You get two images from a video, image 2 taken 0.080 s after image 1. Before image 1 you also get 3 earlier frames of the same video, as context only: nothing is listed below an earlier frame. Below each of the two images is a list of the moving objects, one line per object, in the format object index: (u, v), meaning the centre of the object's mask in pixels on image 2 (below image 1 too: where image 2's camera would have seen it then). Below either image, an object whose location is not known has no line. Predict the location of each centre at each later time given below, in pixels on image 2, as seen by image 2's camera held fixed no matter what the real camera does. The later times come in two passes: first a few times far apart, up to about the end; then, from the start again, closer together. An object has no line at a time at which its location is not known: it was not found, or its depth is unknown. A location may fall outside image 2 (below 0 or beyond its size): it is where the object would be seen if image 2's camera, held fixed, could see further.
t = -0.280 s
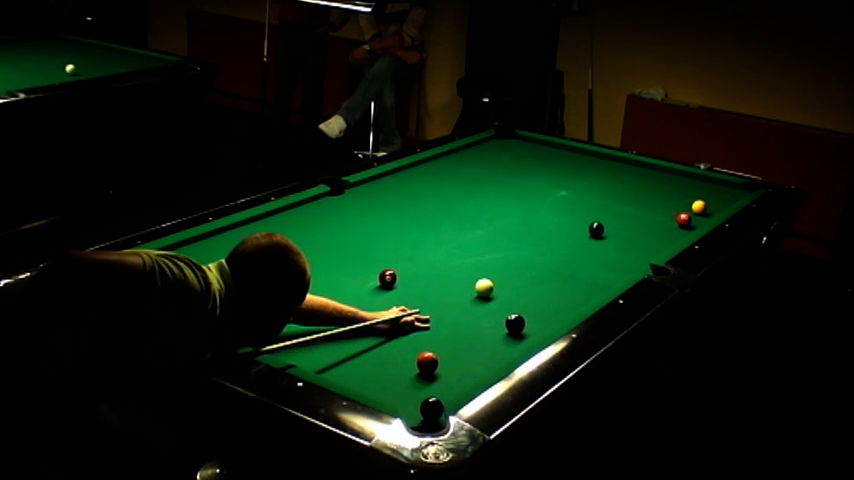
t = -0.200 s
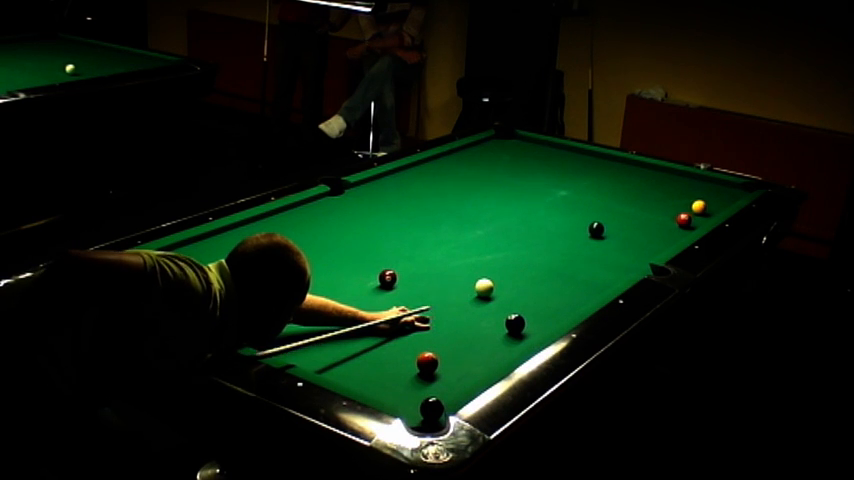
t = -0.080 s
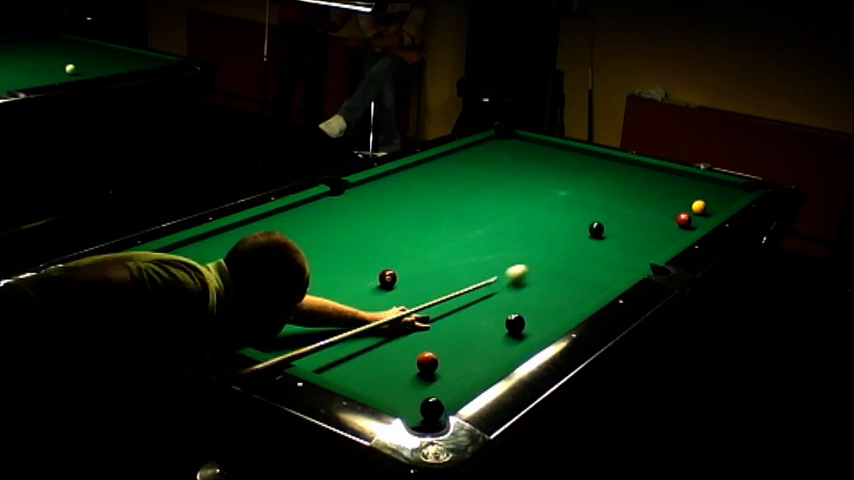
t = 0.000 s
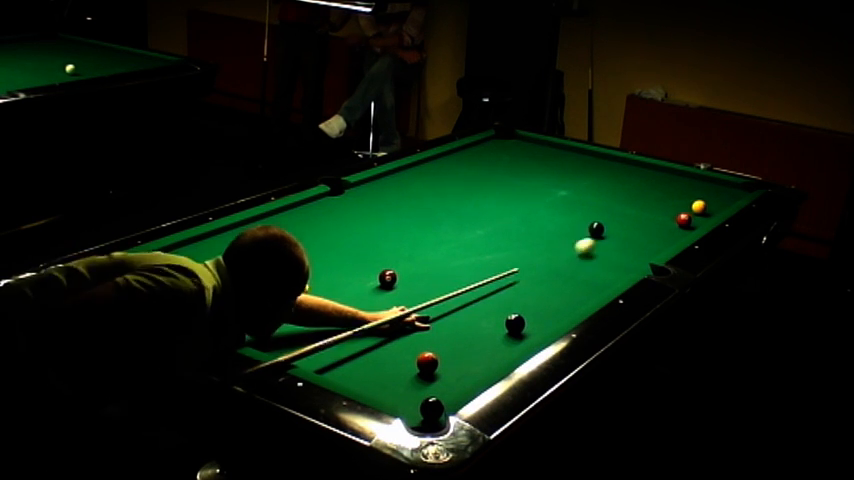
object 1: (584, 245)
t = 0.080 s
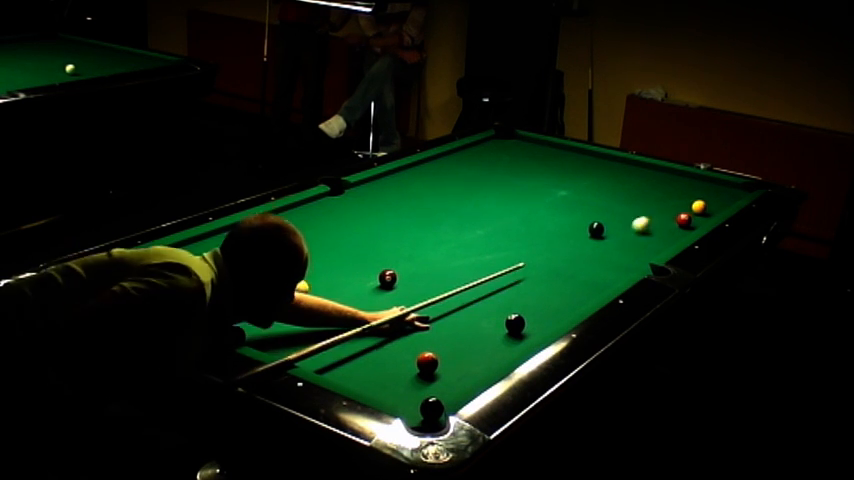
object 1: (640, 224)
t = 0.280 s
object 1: (660, 181)
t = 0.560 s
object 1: (583, 168)
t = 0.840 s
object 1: (490, 171)
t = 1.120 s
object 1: (393, 174)
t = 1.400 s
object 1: (373, 197)
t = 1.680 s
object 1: (354, 224)
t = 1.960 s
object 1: (334, 256)
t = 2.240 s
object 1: (322, 290)
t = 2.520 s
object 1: (348, 317)
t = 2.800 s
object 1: (377, 348)
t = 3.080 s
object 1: (408, 382)
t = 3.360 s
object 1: (431, 400)
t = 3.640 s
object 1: (433, 398)
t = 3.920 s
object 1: (430, 394)
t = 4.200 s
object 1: (429, 389)
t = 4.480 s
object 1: (428, 387)
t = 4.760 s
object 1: (428, 386)
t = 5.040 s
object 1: (428, 386)
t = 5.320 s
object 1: (428, 386)
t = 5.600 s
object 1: (428, 386)
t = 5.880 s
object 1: (428, 386)
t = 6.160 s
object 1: (428, 386)
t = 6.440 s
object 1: (428, 386)
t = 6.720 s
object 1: (428, 386)
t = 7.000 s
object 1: (428, 386)
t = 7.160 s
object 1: (431, 384)
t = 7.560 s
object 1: (421, 385)
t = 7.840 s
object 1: (428, 386)
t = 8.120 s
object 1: (428, 386)
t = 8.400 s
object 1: (428, 386)
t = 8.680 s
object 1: (428, 386)
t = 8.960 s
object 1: (428, 386)
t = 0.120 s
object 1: (665, 214)
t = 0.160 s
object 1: (684, 205)
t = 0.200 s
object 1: (675, 197)
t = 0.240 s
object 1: (667, 189)
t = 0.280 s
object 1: (660, 181)
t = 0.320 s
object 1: (655, 174)
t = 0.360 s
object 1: (650, 167)
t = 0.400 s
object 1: (640, 165)
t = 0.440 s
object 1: (625, 166)
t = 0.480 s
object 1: (610, 167)
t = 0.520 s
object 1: (596, 167)
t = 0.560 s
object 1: (583, 168)
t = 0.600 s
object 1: (569, 168)
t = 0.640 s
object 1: (556, 169)
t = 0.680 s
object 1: (543, 169)
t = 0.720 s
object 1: (530, 169)
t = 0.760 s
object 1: (517, 170)
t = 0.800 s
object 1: (503, 170)
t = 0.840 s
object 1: (490, 171)
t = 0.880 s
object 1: (476, 171)
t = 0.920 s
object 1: (462, 172)
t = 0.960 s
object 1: (449, 172)
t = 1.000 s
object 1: (435, 173)
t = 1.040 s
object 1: (421, 173)
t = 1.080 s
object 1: (407, 173)
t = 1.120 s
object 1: (393, 174)
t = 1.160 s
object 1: (386, 176)
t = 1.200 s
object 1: (384, 179)
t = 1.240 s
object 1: (382, 183)
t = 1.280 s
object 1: (380, 186)
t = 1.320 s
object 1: (377, 190)
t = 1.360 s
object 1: (375, 193)
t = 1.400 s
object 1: (373, 197)
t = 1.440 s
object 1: (370, 201)
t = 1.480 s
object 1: (367, 204)
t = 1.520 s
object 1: (365, 208)
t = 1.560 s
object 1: (363, 212)
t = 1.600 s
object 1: (360, 216)
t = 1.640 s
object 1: (357, 220)
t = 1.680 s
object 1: (354, 224)
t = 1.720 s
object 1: (352, 228)
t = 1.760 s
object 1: (349, 233)
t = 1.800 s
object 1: (346, 237)
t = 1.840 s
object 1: (343, 242)
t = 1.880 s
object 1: (340, 246)
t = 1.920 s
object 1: (337, 251)
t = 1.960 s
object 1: (334, 256)
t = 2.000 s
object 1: (331, 261)
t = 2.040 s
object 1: (327, 266)
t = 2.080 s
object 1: (324, 271)
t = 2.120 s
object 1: (321, 276)
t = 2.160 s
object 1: (317, 281)
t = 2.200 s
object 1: (317, 286)
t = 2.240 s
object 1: (322, 290)
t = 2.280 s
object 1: (325, 294)
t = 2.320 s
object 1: (329, 297)
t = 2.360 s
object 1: (333, 301)
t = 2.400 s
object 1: (337, 305)
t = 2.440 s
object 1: (340, 309)
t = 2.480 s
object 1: (344, 314)
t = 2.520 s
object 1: (348, 317)
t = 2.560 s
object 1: (352, 322)
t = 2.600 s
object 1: (356, 326)
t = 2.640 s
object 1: (360, 331)
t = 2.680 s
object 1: (364, 335)
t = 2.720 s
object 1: (368, 339)
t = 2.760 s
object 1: (373, 344)
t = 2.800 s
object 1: (377, 348)
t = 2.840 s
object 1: (381, 353)
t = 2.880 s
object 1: (385, 357)
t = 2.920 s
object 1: (390, 362)
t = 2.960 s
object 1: (394, 367)
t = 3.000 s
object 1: (399, 372)
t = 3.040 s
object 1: (403, 377)
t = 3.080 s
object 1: (408, 382)
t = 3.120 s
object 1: (413, 387)
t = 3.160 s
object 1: (417, 391)
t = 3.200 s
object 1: (421, 395)
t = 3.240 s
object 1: (423, 396)
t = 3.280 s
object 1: (426, 397)
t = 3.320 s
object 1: (429, 399)
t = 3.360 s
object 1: (431, 400)
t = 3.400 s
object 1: (433, 401)
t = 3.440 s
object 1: (434, 402)
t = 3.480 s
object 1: (434, 401)
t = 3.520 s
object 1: (434, 400)
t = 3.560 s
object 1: (434, 400)
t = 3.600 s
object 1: (433, 399)
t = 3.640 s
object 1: (433, 398)
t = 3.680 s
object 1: (432, 397)
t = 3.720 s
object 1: (432, 397)
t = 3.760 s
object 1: (432, 396)
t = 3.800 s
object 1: (431, 395)
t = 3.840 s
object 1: (431, 394)
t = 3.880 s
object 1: (431, 394)
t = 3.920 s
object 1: (430, 394)
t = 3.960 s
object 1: (430, 392)
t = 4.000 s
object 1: (430, 392)
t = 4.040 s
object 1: (429, 391)
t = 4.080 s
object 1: (429, 390)
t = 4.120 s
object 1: (429, 390)
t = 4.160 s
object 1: (429, 389)
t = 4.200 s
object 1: (429, 389)
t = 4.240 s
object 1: (429, 389)
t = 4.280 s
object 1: (428, 388)
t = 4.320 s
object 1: (428, 388)
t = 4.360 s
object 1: (428, 388)
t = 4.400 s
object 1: (428, 388)
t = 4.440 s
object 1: (428, 387)
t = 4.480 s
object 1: (428, 387)
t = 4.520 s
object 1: (428, 386)
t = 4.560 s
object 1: (428, 386)
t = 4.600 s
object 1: (428, 386)
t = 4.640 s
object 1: (428, 386)
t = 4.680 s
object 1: (428, 386)
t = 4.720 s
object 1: (428, 386)
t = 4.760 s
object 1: (428, 386)
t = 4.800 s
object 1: (428, 386)
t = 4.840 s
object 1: (428, 386)
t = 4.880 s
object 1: (428, 386)
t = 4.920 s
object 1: (428, 386)
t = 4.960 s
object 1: (428, 386)
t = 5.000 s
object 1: (428, 386)
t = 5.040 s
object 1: (428, 386)
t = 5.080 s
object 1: (428, 386)
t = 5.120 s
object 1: (428, 386)
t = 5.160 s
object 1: (428, 386)
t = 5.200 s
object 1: (428, 386)
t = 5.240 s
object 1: (428, 386)
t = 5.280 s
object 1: (428, 386)
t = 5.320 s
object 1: (428, 386)
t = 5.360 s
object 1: (428, 386)
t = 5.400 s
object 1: (428, 386)
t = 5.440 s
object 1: (428, 386)
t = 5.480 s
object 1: (428, 386)
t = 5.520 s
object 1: (428, 386)
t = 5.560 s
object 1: (428, 386)
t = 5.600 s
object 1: (428, 386)
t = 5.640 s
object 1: (428, 386)
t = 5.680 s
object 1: (428, 386)
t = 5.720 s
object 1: (428, 386)
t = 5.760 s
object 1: (428, 386)
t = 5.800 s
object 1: (428, 386)
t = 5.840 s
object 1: (428, 386)
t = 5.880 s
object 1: (428, 386)
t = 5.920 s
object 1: (428, 386)
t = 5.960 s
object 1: (428, 386)
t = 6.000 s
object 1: (428, 386)
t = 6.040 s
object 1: (428, 386)
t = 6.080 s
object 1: (428, 386)
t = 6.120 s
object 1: (428, 386)
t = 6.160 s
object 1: (428, 386)
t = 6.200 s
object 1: (428, 386)
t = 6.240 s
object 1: (428, 386)
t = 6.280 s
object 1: (428, 386)
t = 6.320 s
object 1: (428, 386)
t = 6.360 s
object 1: (428, 386)
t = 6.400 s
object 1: (428, 386)
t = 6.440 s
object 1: (428, 386)
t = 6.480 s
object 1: (428, 386)
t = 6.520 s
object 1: (428, 386)
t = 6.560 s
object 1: (428, 386)
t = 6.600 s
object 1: (428, 386)
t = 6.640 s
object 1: (428, 386)
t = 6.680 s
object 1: (428, 386)
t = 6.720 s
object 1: (428, 386)
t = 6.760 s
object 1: (428, 386)
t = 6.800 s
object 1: (428, 386)
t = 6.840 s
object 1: (431, 387)
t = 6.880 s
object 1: (428, 385)
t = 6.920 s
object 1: (428, 386)
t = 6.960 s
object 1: (428, 386)
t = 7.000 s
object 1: (428, 386)
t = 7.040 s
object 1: (428, 386)
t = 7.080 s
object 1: (428, 386)
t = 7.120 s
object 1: (428, 386)
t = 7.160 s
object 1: (431, 384)
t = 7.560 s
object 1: (421, 385)
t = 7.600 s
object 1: (428, 386)
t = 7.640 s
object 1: (428, 386)
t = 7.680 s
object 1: (428, 386)
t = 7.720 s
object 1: (428, 386)
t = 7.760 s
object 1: (428, 386)
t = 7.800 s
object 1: (428, 386)
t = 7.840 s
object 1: (428, 386)
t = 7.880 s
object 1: (428, 386)
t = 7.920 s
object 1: (428, 386)
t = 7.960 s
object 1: (428, 386)
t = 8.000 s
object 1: (428, 386)
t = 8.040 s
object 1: (428, 386)
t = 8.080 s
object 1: (428, 386)
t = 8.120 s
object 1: (428, 386)
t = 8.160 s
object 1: (428, 386)
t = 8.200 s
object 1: (428, 386)
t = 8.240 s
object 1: (428, 386)
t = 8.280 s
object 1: (428, 386)
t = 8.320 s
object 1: (428, 386)
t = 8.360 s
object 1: (428, 386)
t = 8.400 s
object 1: (428, 386)
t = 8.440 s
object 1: (428, 386)
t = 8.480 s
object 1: (428, 386)
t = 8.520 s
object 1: (428, 386)
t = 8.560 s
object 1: (428, 386)
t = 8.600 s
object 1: (428, 386)
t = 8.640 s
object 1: (428, 386)
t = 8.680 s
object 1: (428, 386)
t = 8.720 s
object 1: (428, 386)
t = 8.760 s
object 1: (428, 386)
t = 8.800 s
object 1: (428, 386)
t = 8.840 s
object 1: (428, 386)
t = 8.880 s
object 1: (428, 386)
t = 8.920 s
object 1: (428, 386)
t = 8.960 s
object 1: (428, 386)
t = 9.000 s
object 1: (428, 386)
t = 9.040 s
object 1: (428, 386)
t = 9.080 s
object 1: (428, 386)
